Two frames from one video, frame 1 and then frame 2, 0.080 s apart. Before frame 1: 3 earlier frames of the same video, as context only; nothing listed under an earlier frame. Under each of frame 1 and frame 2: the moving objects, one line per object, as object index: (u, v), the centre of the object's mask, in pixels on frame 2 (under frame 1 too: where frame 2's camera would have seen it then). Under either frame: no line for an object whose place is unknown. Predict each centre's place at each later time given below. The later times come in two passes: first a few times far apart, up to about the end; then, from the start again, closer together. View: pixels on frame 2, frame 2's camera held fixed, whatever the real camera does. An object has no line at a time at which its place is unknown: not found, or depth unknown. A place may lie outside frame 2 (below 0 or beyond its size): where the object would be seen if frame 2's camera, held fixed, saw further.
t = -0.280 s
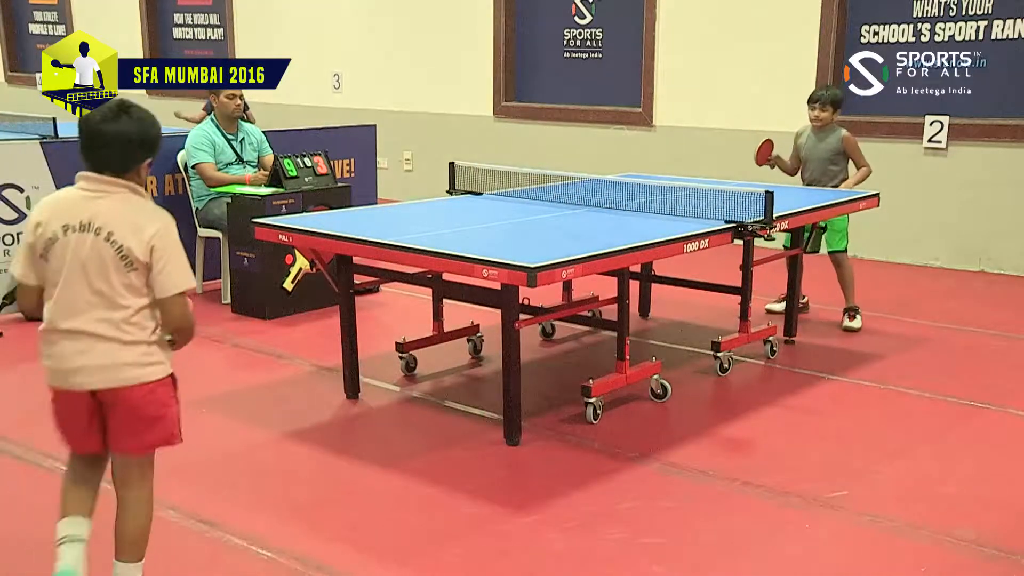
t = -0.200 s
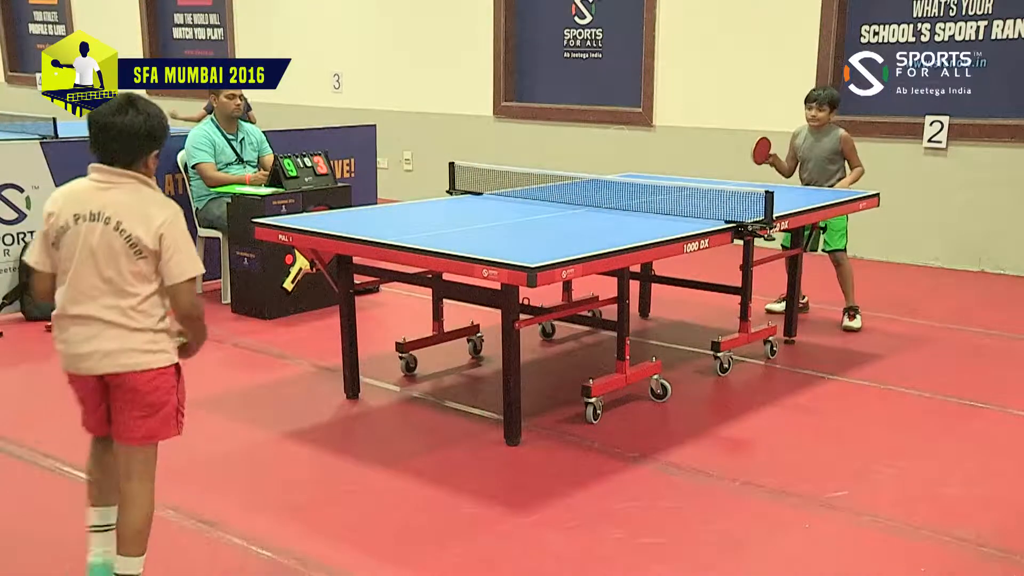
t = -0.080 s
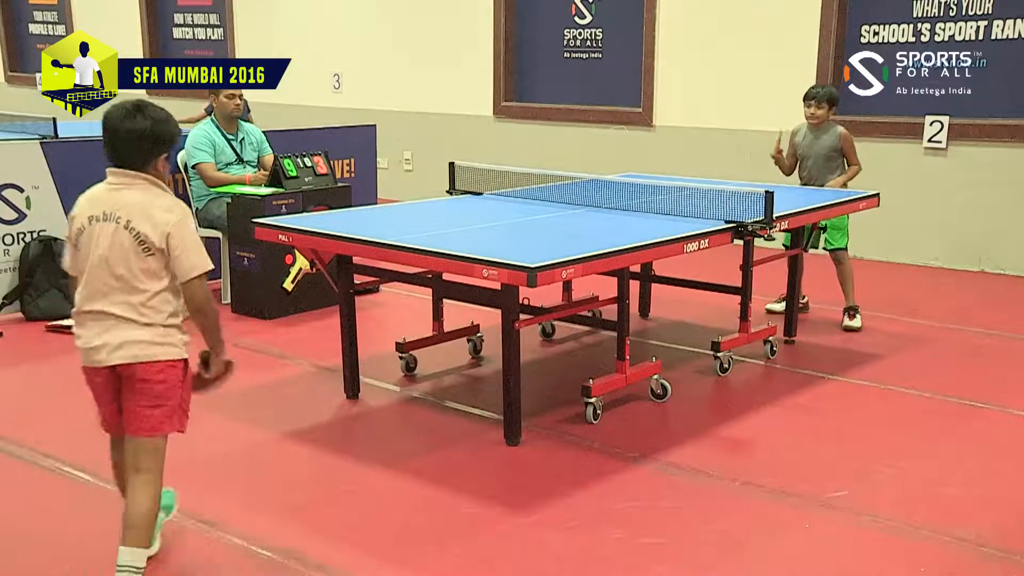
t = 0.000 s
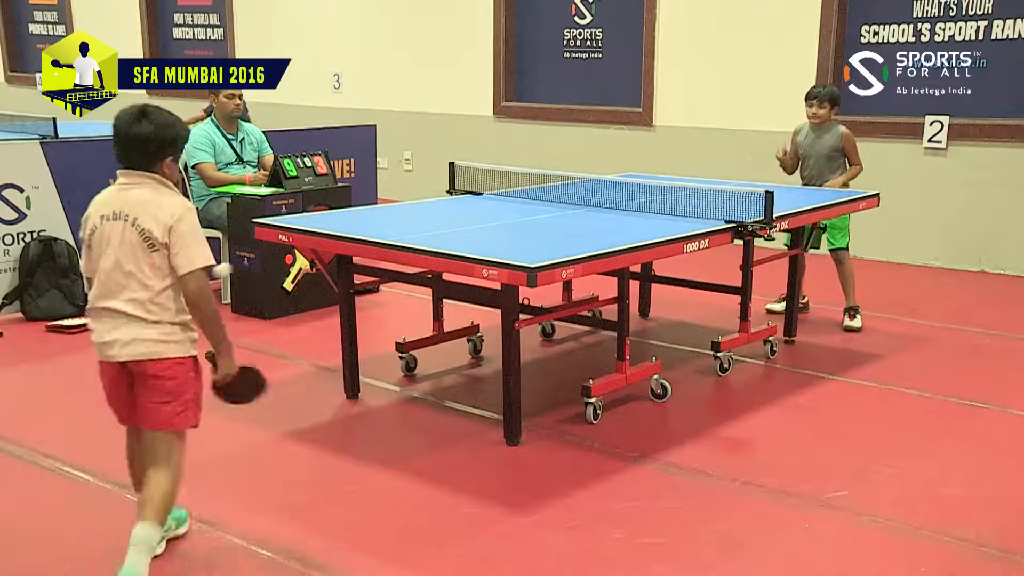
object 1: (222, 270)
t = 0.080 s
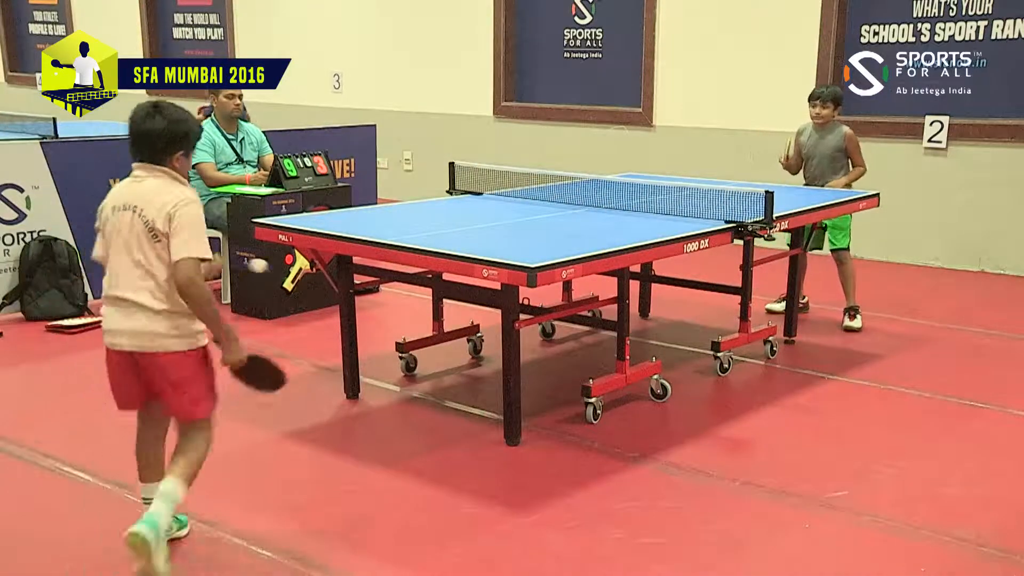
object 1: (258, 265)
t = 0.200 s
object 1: (310, 296)
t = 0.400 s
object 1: (391, 434)
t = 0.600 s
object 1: (437, 434)
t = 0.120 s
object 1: (275, 270)
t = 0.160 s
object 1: (293, 281)
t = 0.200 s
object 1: (310, 296)
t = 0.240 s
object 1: (326, 314)
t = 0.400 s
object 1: (391, 434)
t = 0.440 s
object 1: (405, 472)
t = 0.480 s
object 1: (419, 501)
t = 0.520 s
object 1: (425, 473)
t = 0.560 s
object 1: (431, 451)
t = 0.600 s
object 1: (437, 434)
